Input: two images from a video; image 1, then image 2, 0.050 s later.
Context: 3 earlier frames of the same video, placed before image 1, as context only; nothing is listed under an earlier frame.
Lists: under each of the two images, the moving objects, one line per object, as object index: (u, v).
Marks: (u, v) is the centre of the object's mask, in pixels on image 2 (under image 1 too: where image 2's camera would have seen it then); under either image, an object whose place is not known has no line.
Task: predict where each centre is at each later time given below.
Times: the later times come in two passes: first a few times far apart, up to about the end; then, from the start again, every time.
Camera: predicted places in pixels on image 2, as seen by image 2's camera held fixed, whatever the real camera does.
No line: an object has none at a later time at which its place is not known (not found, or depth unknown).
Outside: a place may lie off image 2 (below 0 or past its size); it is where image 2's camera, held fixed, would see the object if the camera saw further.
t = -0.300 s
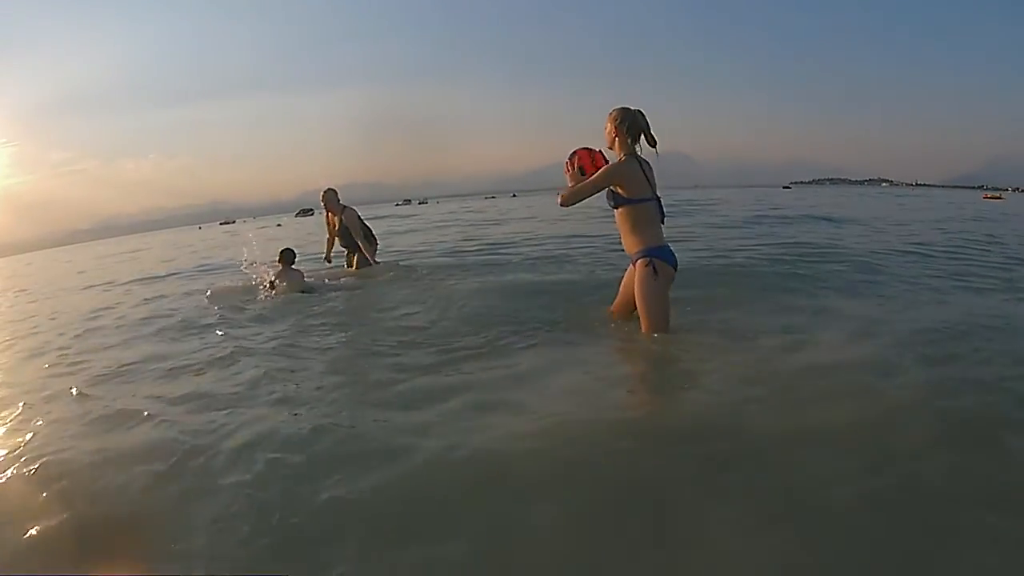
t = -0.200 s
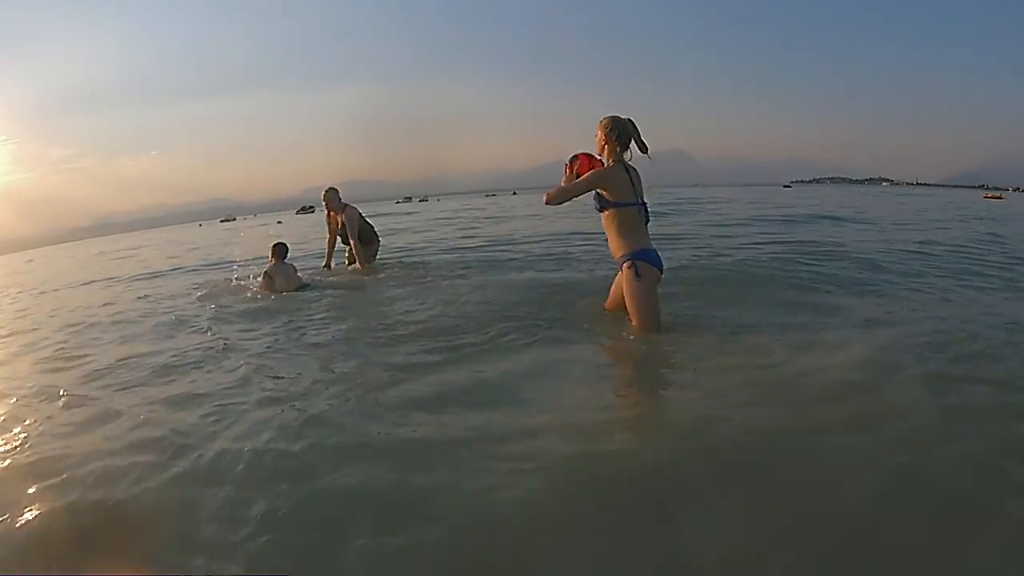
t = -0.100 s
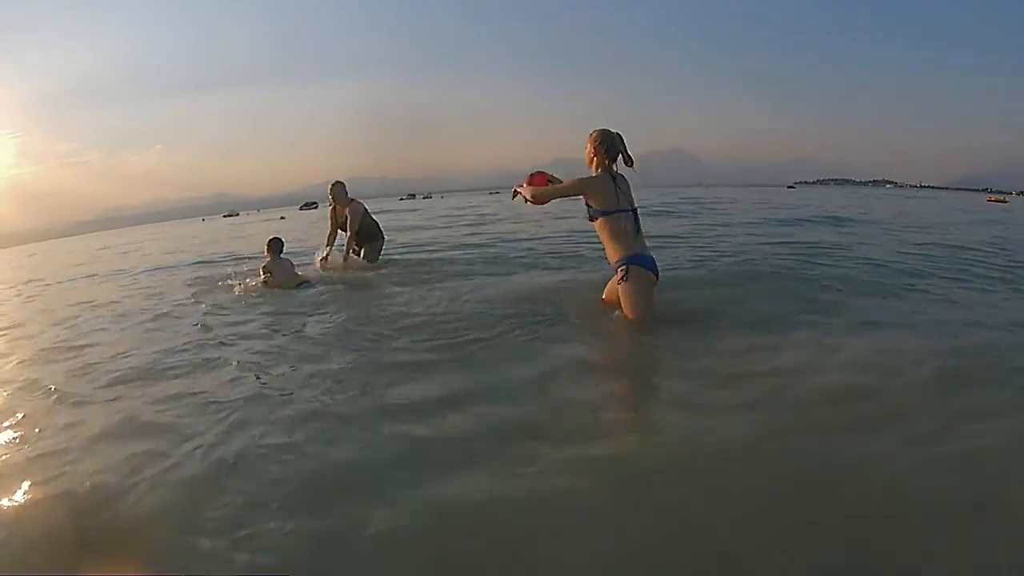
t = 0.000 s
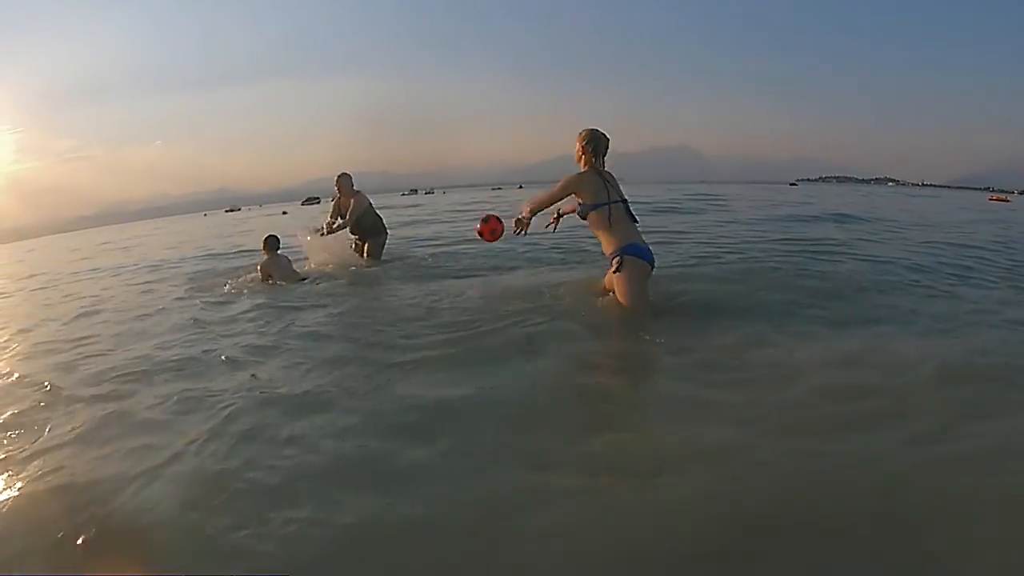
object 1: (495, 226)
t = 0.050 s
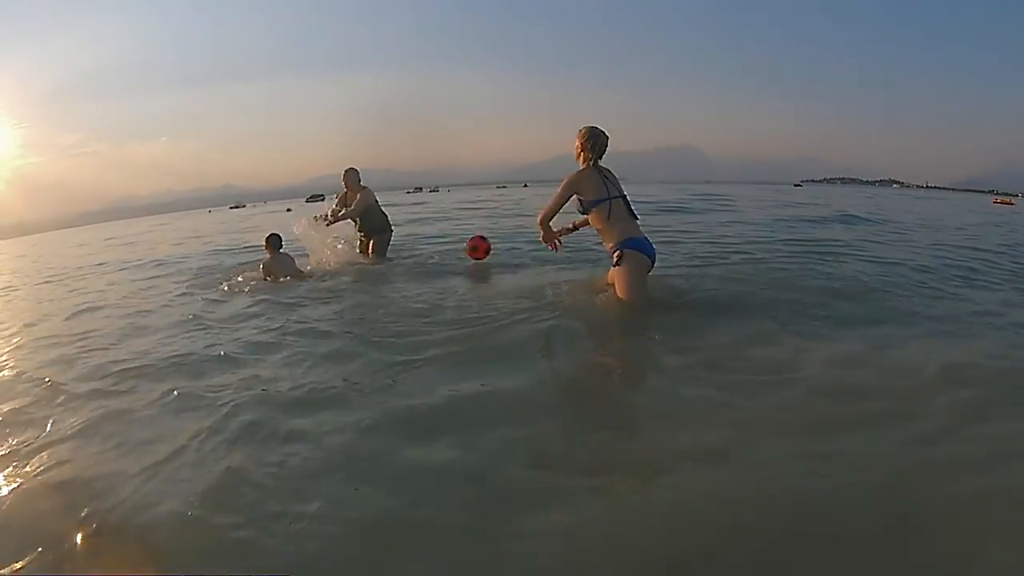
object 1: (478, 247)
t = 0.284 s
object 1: (478, 248)
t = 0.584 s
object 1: (472, 251)
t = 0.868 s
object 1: (469, 245)
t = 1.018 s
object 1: (472, 240)
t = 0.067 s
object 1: (474, 250)
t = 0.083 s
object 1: (474, 250)
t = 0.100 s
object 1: (474, 250)
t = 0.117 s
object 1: (475, 251)
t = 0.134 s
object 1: (475, 251)
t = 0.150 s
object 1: (475, 251)
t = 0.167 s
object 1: (476, 251)
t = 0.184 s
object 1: (476, 251)
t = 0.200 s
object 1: (477, 251)
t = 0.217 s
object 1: (478, 250)
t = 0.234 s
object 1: (477, 250)
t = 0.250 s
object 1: (478, 249)
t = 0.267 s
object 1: (478, 249)
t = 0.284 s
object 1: (478, 248)
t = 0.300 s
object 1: (477, 248)
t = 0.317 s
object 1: (477, 248)
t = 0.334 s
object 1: (477, 248)
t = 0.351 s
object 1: (477, 248)
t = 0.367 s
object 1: (477, 247)
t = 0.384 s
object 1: (477, 247)
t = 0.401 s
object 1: (476, 248)
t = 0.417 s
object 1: (476, 249)
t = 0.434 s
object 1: (476, 249)
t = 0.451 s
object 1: (476, 250)
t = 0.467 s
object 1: (476, 250)
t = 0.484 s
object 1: (475, 250)
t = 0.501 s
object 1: (475, 250)
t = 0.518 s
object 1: (474, 250)
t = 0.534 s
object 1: (474, 250)
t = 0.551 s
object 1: (473, 251)
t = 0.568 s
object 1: (473, 251)
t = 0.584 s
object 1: (472, 251)
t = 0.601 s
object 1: (471, 251)
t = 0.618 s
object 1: (470, 251)
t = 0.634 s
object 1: (470, 251)
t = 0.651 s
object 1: (469, 251)
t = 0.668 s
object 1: (468, 250)
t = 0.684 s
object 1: (467, 250)
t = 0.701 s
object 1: (467, 250)
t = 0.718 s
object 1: (467, 250)
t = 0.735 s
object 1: (467, 249)
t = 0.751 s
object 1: (467, 249)
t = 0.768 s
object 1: (467, 248)
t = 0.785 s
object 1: (467, 248)
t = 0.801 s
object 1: (468, 247)
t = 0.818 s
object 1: (468, 247)
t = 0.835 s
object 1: (468, 246)
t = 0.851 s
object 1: (469, 245)
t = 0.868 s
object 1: (469, 245)
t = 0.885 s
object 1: (470, 244)
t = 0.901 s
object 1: (470, 244)
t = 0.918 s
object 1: (471, 243)
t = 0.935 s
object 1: (471, 243)
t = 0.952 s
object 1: (471, 242)
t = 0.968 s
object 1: (472, 242)
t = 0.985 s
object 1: (472, 241)
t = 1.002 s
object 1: (472, 241)
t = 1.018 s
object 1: (472, 240)
